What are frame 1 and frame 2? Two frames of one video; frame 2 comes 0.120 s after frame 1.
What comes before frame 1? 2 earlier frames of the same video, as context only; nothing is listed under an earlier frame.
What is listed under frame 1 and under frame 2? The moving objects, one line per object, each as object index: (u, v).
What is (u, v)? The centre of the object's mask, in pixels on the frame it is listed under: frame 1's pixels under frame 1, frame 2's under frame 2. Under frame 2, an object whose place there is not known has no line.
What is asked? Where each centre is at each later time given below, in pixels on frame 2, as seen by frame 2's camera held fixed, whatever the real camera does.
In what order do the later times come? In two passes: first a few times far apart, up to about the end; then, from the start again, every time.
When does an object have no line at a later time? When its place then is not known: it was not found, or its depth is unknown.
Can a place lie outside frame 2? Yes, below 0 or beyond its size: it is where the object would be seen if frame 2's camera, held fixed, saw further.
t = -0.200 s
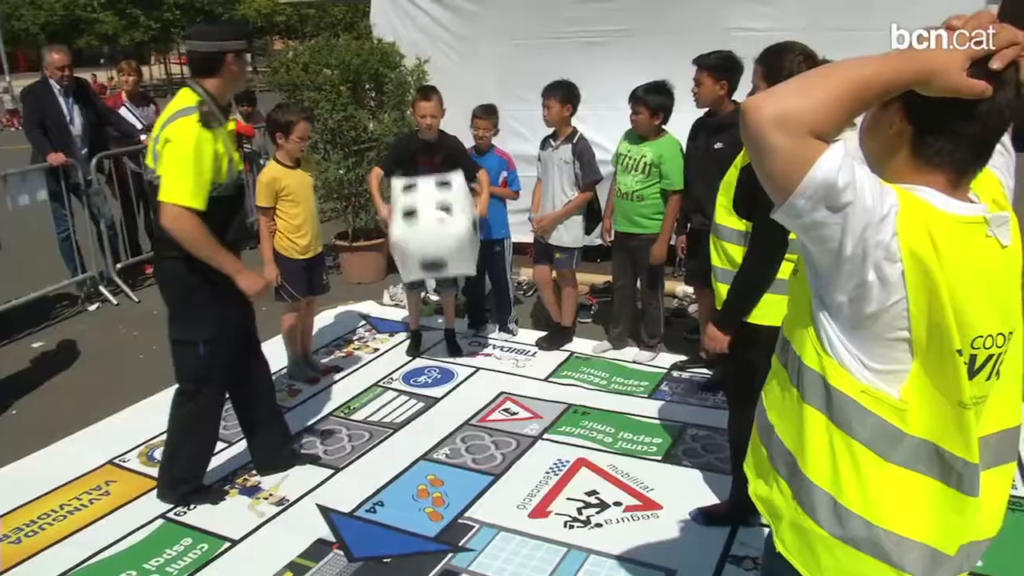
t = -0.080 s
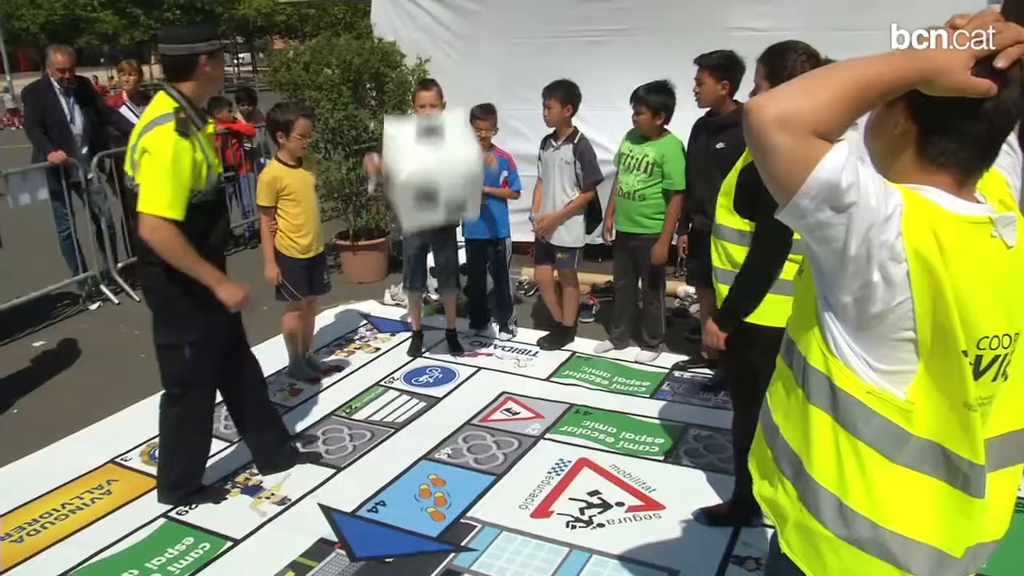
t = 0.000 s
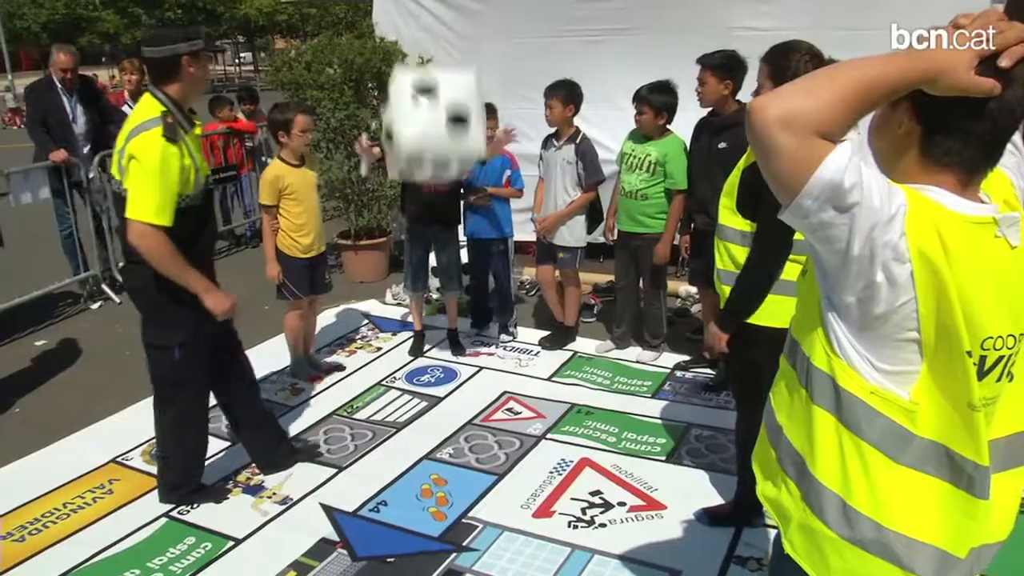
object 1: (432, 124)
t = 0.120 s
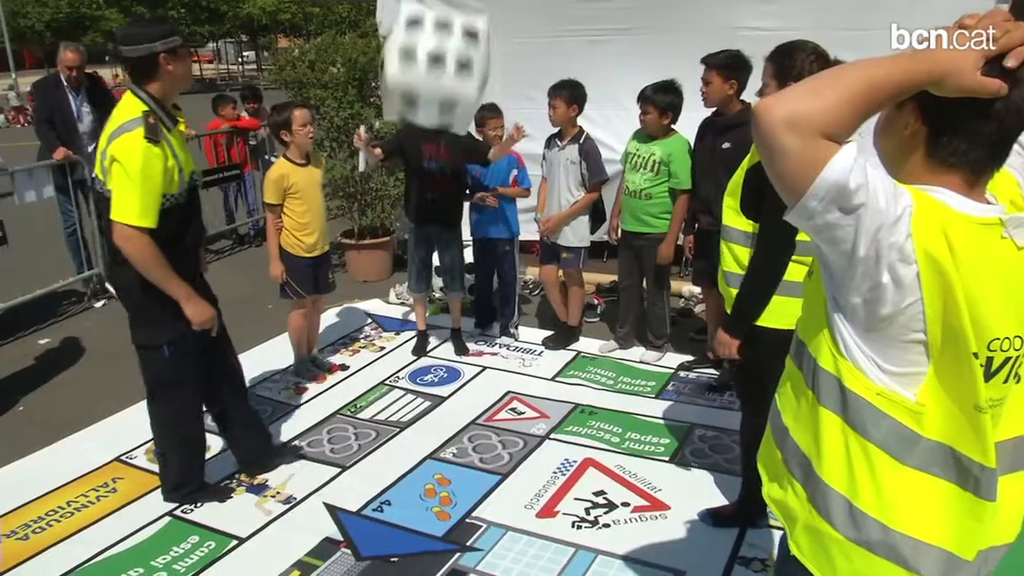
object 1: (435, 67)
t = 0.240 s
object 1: (436, 42)
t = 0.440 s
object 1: (453, 28)
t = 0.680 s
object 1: (474, 43)
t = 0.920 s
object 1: (498, 132)
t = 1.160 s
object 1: (522, 283)
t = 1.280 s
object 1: (530, 352)
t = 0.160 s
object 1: (433, 55)
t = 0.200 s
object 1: (433, 46)
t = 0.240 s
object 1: (436, 42)
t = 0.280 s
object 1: (436, 38)
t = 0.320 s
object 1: (440, 32)
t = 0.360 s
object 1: (445, 31)
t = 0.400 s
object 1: (449, 31)
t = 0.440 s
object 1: (453, 28)
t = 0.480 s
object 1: (454, 29)
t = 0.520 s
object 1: (458, 31)
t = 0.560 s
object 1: (462, 31)
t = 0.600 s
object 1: (465, 31)
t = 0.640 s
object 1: (469, 37)
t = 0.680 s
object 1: (474, 43)
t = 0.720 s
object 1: (477, 49)
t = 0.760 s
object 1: (483, 60)
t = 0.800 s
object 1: (487, 78)
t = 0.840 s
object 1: (491, 96)
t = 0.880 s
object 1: (494, 115)
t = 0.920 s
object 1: (498, 132)
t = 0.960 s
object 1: (502, 155)
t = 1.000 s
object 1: (508, 181)
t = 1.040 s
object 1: (513, 204)
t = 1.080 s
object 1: (516, 229)
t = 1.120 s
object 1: (518, 256)
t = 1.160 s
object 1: (522, 283)
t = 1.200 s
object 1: (526, 309)
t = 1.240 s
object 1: (529, 336)
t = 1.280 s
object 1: (530, 352)
